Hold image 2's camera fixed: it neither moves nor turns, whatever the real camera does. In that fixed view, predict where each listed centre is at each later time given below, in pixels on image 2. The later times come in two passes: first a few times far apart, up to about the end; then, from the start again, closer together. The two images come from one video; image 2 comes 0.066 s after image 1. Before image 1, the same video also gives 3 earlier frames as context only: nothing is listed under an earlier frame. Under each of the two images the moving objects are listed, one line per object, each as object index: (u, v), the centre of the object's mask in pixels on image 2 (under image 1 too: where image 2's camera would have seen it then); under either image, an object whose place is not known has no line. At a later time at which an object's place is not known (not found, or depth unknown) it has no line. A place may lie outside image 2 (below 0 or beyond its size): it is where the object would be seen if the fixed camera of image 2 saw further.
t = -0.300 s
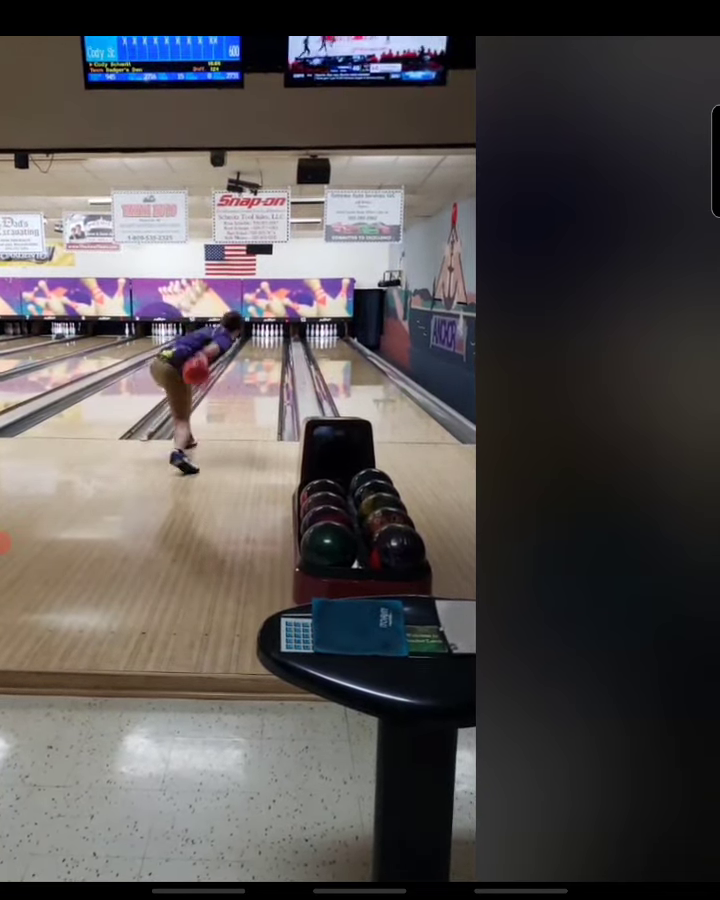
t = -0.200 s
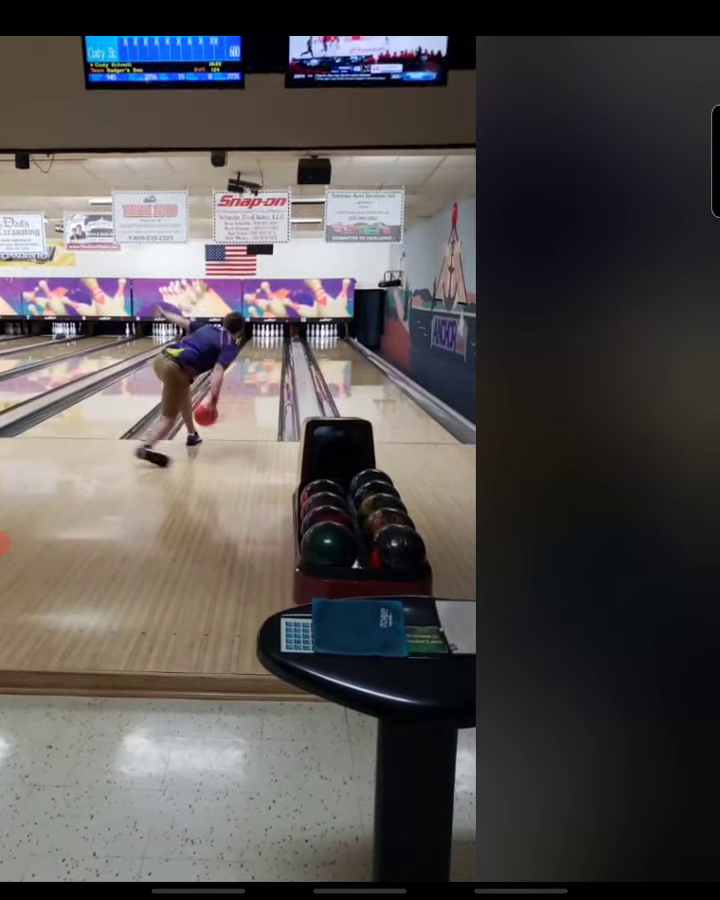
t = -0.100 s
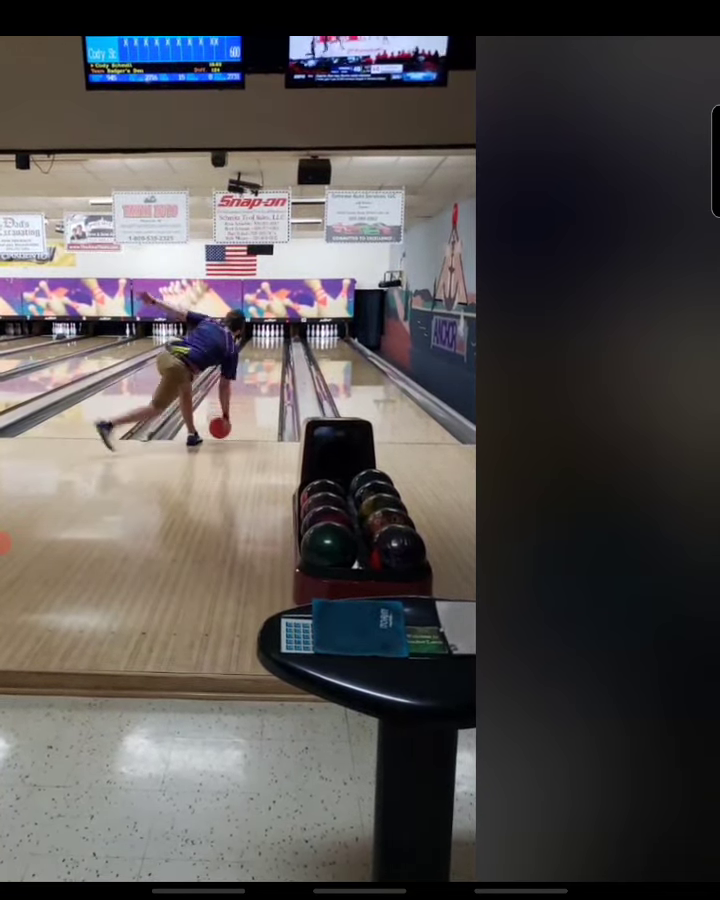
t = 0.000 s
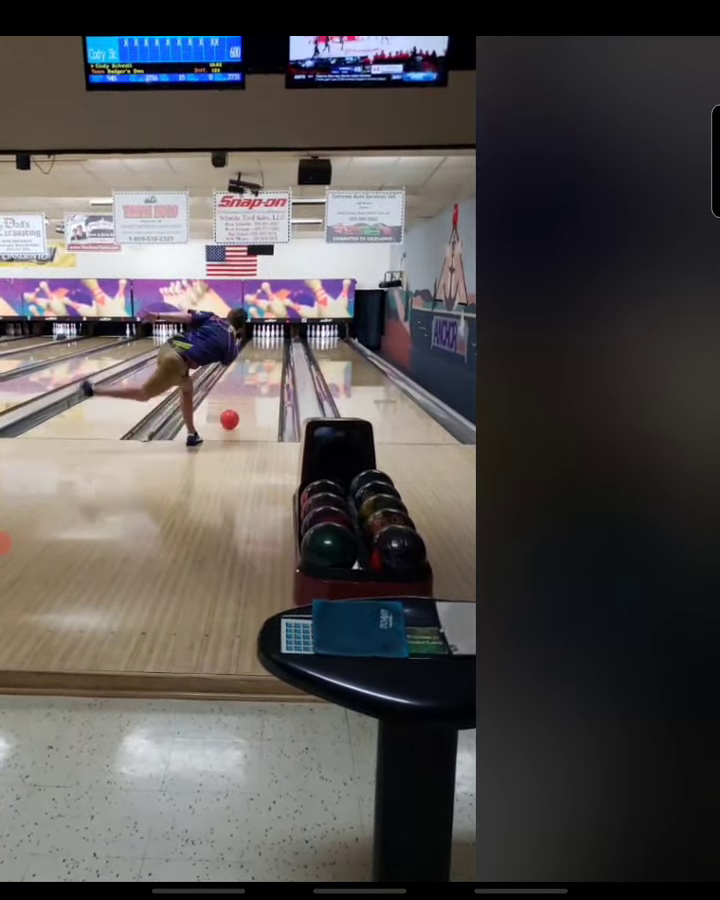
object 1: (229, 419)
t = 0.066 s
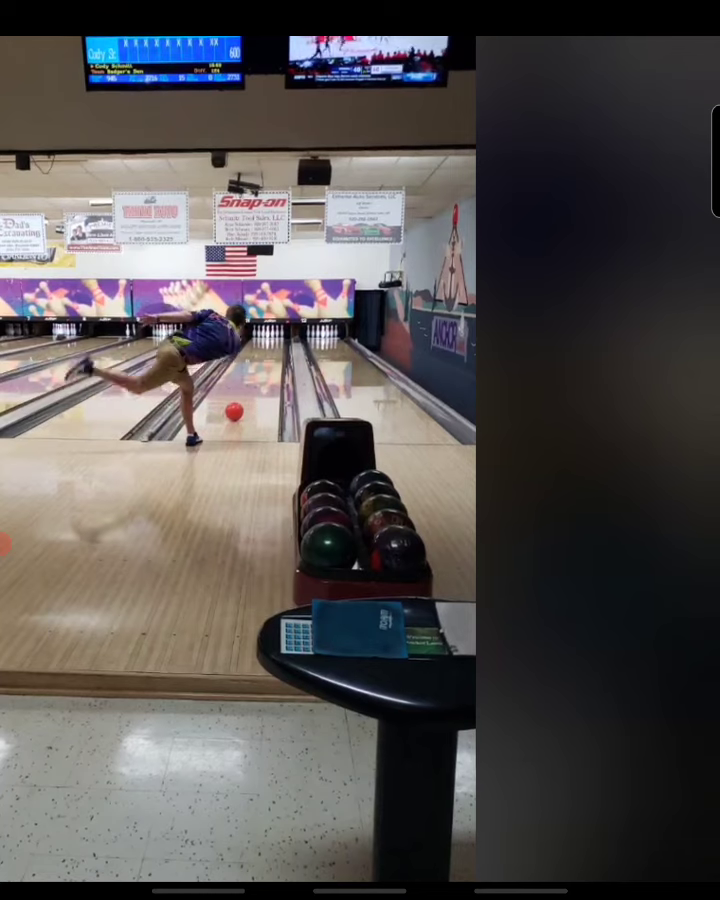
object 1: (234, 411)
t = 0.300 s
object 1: (247, 390)
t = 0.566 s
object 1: (257, 374)
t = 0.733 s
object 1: (261, 367)
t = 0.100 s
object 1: (236, 408)
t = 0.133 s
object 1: (238, 404)
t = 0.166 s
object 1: (240, 401)
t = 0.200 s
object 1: (242, 398)
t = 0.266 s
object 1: (246, 393)
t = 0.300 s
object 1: (247, 390)
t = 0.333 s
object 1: (248, 388)
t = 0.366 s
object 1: (250, 386)
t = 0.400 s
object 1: (251, 383)
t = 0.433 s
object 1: (252, 381)
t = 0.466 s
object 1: (253, 379)
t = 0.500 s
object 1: (254, 377)
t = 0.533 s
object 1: (255, 376)
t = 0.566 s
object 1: (257, 374)
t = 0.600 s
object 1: (258, 372)
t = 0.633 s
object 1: (258, 371)
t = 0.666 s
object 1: (259, 369)
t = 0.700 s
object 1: (260, 368)
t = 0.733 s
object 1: (261, 367)
